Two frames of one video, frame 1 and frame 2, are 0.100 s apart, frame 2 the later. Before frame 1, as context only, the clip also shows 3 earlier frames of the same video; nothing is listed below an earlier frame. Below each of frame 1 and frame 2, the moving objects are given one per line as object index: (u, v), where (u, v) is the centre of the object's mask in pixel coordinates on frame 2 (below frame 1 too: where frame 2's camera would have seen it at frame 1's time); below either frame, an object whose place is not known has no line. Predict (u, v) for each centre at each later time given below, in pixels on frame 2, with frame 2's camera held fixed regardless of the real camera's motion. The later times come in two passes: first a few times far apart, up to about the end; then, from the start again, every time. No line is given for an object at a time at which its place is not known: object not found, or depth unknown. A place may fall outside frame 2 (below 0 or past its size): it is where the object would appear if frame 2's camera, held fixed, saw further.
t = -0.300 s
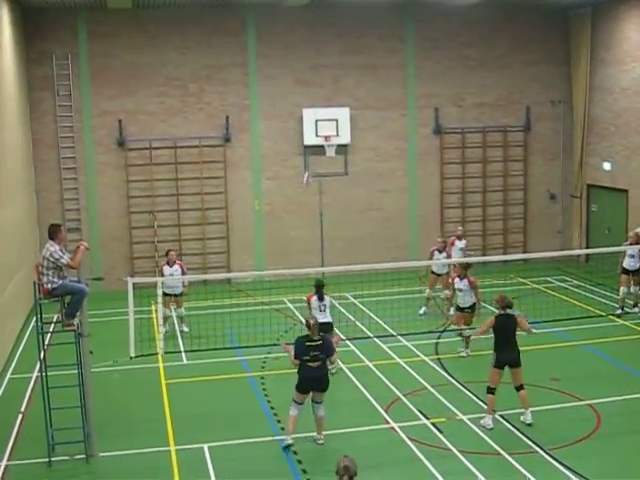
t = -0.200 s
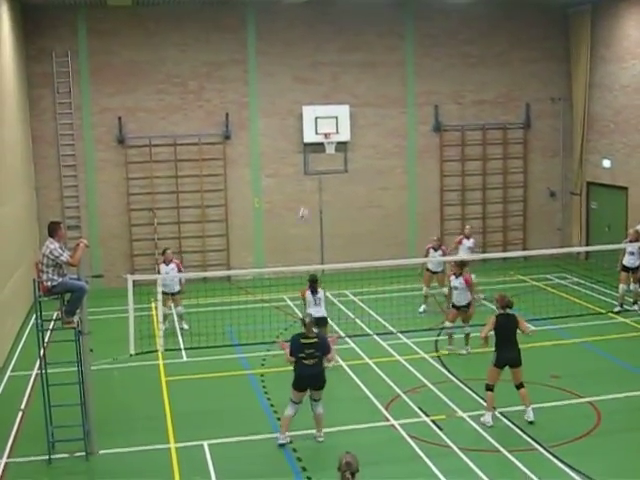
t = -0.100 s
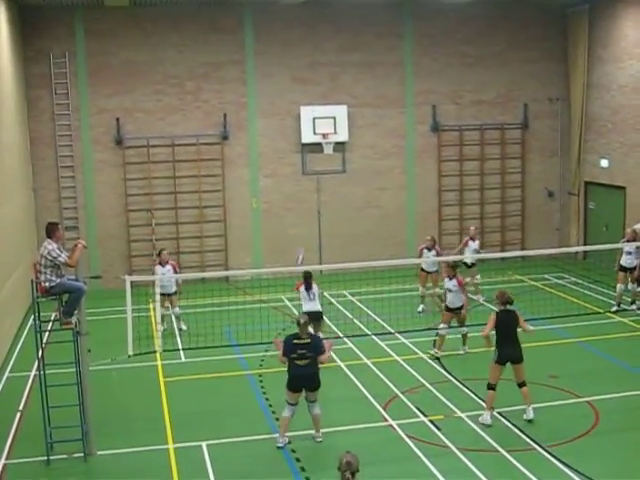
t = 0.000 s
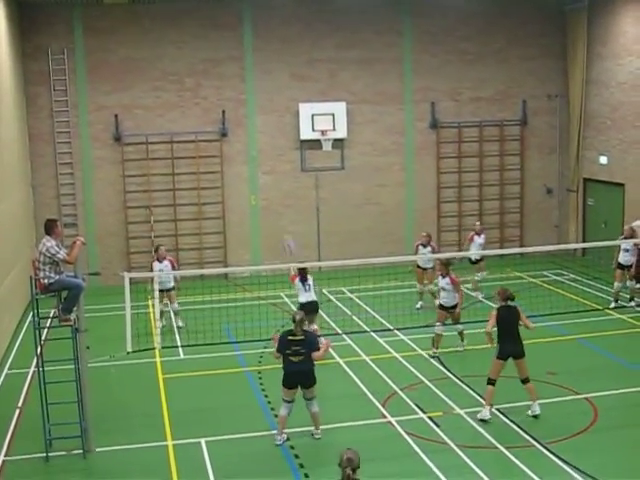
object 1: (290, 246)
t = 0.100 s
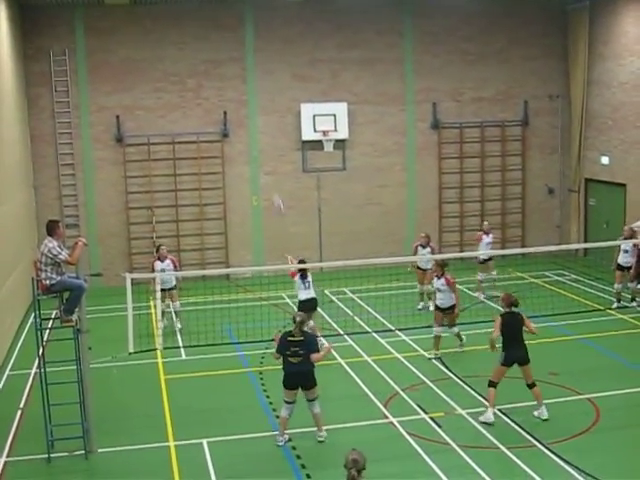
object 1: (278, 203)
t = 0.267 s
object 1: (256, 147)
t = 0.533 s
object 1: (227, 92)
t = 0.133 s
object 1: (273, 191)
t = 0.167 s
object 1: (268, 183)
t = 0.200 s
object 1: (265, 167)
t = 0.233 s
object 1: (260, 158)
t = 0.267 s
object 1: (256, 147)
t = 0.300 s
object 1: (252, 137)
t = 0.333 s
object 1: (248, 128)
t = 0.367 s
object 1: (245, 122)
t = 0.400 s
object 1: (241, 114)
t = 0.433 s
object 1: (238, 107)
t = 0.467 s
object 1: (234, 102)
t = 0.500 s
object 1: (230, 97)
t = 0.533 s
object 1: (227, 92)
